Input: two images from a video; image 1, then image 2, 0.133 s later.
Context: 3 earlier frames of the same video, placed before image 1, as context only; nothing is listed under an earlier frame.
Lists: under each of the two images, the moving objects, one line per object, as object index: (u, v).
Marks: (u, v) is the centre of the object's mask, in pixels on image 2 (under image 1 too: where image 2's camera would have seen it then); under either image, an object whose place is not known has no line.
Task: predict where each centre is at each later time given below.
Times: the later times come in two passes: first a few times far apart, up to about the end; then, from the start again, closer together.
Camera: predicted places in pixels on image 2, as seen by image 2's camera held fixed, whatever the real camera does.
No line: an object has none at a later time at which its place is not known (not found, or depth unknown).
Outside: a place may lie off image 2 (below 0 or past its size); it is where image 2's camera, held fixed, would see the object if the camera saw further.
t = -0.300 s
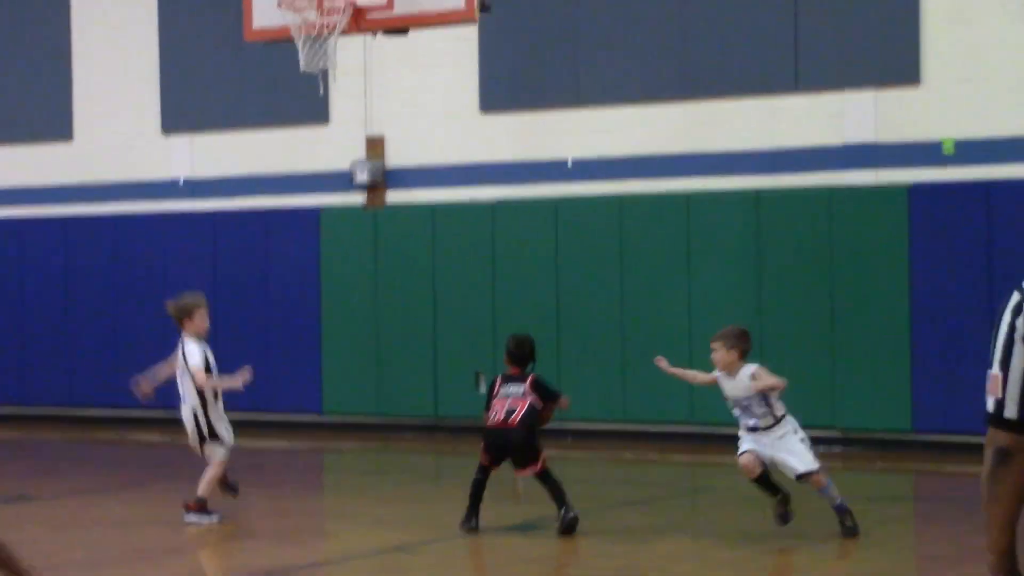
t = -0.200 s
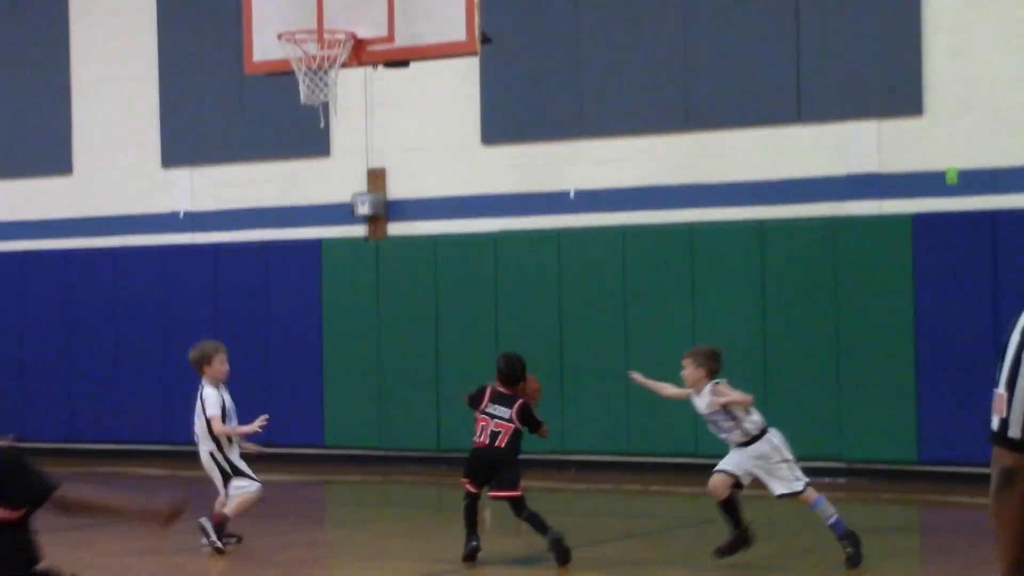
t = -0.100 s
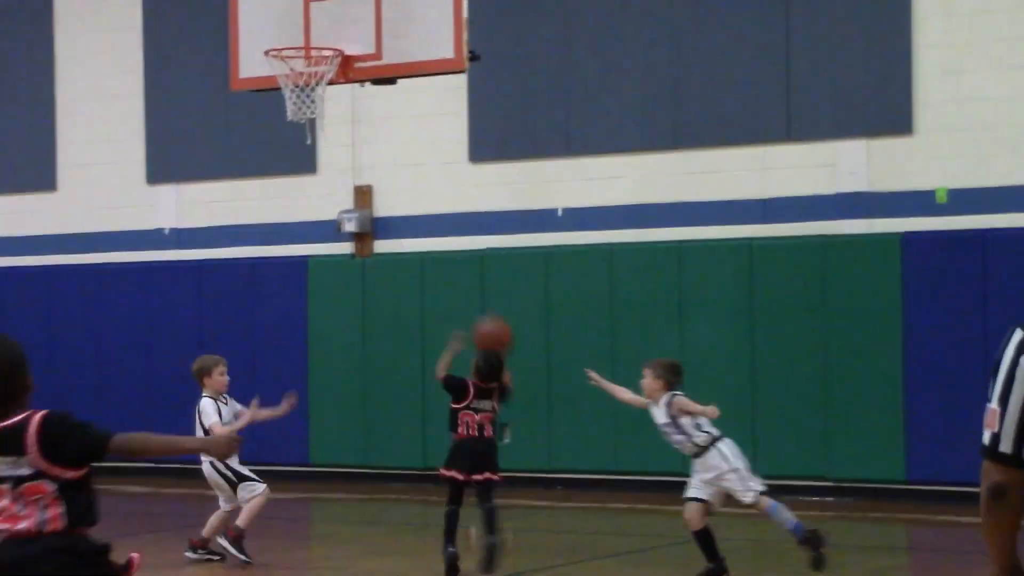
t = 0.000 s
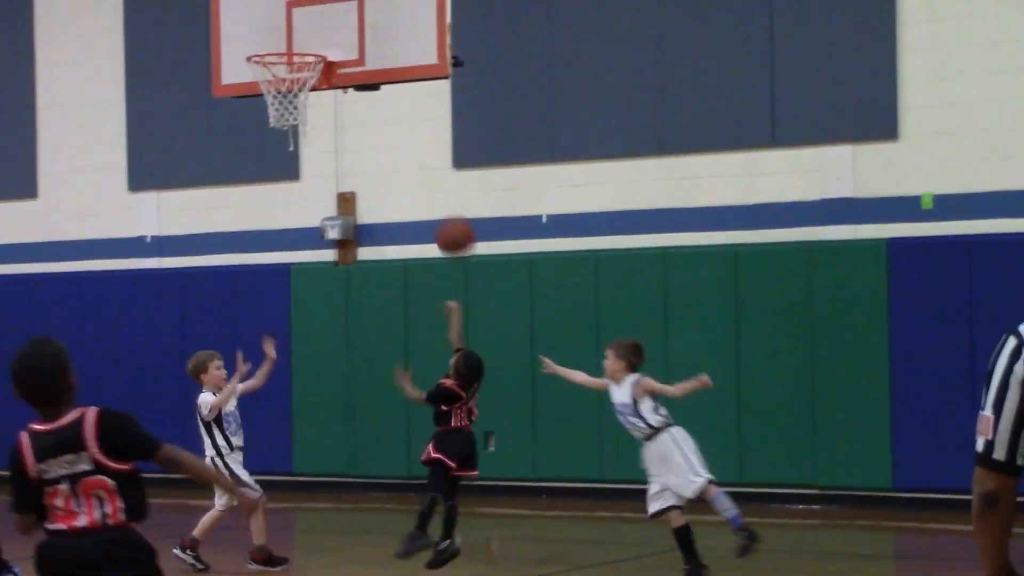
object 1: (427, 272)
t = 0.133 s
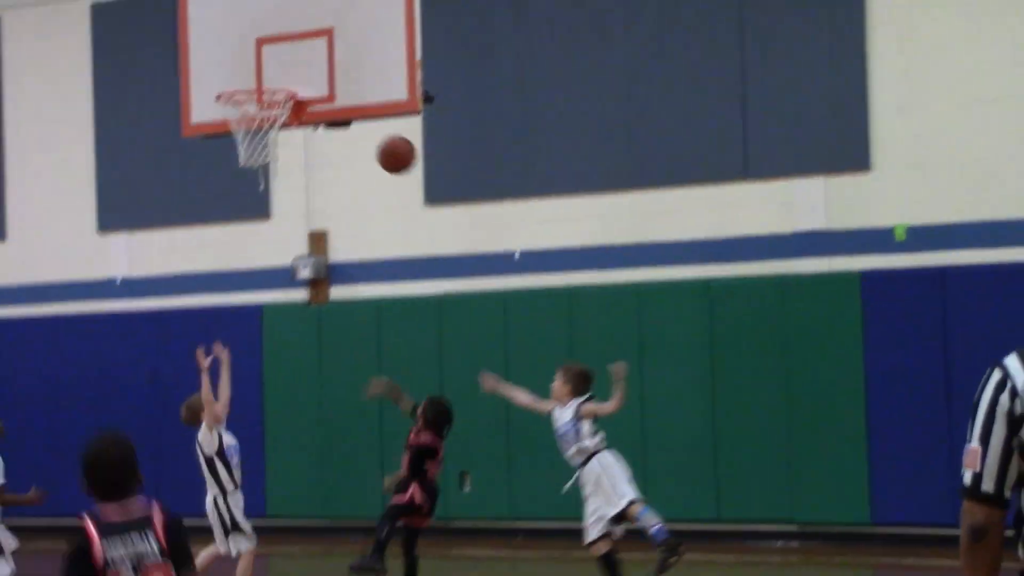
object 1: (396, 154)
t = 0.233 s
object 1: (374, 87)
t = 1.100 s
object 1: (252, 41)
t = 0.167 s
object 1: (390, 131)
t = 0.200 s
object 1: (383, 108)
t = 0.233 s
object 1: (374, 87)
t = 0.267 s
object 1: (368, 68)
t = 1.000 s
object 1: (241, 59)
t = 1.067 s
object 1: (249, 45)
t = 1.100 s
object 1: (252, 41)
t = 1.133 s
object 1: (256, 39)
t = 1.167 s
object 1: (260, 38)
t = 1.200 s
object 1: (265, 39)
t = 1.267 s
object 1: (273, 47)
